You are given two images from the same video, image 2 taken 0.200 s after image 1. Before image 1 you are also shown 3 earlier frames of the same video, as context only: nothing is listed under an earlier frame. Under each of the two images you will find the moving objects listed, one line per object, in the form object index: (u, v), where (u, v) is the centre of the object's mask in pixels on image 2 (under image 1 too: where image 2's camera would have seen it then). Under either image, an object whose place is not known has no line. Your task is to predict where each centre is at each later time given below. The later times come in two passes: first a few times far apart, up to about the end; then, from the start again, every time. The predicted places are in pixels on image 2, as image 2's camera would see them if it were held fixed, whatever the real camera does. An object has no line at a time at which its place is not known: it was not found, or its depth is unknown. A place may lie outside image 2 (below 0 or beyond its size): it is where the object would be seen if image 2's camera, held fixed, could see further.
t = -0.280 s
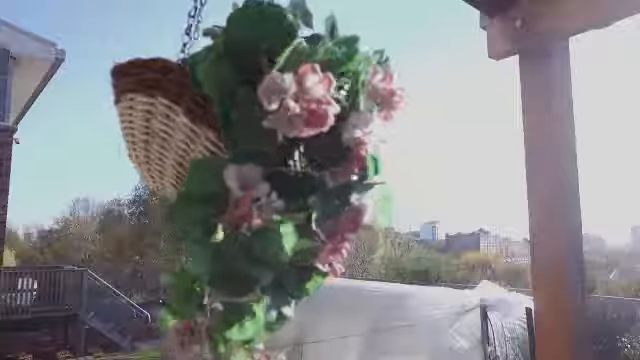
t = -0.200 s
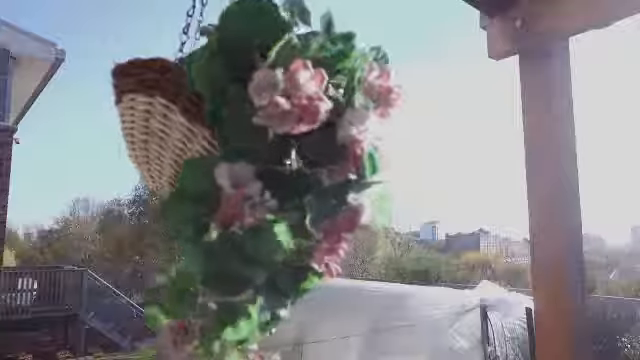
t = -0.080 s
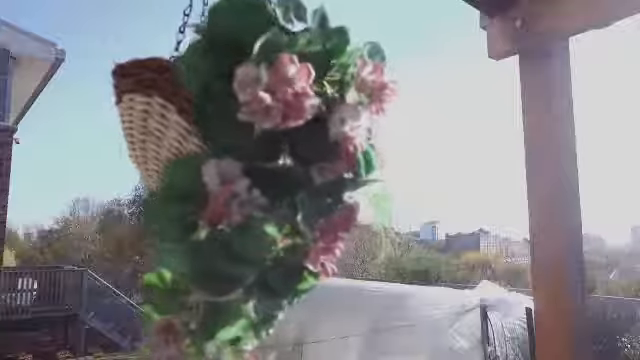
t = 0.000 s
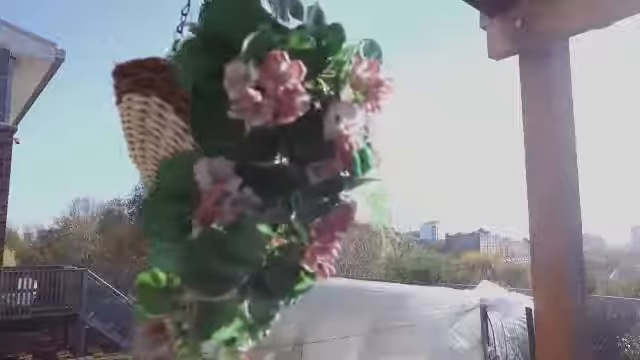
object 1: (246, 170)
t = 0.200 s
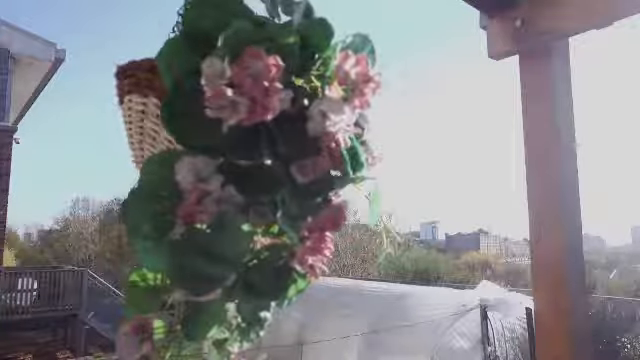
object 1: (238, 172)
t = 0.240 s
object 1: (237, 172)
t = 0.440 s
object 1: (233, 174)
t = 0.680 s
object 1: (231, 176)
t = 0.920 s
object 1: (231, 176)
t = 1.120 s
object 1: (231, 175)
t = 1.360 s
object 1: (229, 173)
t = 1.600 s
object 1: (230, 174)
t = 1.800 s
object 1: (233, 173)
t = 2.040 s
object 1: (242, 172)
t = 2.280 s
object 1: (251, 171)
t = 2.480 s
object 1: (256, 169)
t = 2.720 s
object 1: (257, 167)
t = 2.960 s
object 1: (253, 165)
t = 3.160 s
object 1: (249, 164)
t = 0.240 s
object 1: (237, 172)
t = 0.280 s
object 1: (235, 172)
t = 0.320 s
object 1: (235, 173)
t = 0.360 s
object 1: (234, 174)
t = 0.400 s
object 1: (234, 174)
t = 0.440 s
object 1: (233, 174)
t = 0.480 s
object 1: (232, 174)
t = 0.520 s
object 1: (232, 174)
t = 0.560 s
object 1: (232, 175)
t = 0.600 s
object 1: (232, 175)
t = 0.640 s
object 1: (232, 176)
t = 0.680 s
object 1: (231, 176)
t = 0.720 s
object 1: (232, 176)
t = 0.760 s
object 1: (231, 176)
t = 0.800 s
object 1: (231, 176)
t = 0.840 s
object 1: (231, 176)
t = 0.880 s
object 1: (231, 176)
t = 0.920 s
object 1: (231, 176)
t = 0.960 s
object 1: (231, 176)
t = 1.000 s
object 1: (231, 176)
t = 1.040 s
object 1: (231, 176)
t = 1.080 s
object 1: (231, 175)
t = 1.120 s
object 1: (231, 175)
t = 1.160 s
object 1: (231, 175)
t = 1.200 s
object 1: (231, 174)
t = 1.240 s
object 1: (230, 174)
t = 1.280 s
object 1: (230, 174)
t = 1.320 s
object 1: (230, 173)
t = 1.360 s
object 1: (229, 173)
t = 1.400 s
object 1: (229, 173)
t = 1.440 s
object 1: (230, 174)
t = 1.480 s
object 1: (230, 174)
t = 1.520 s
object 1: (230, 174)
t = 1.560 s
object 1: (230, 174)
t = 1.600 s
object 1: (230, 174)
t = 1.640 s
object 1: (230, 173)
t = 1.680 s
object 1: (231, 173)
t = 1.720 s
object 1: (231, 173)
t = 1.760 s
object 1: (232, 173)
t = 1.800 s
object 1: (233, 173)
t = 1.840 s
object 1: (235, 173)
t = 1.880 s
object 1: (235, 173)
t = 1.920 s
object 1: (237, 173)
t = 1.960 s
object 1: (238, 173)
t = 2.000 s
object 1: (240, 173)
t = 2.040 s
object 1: (242, 172)
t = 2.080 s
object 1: (243, 171)
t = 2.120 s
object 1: (245, 171)
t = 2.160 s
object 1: (247, 171)
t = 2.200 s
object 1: (249, 171)
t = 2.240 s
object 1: (250, 171)
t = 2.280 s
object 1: (251, 171)
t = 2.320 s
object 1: (253, 170)
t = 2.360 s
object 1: (254, 170)
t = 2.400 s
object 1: (255, 170)
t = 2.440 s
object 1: (255, 169)
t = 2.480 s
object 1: (256, 169)
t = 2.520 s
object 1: (257, 169)
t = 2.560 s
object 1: (256, 168)
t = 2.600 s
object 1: (256, 168)
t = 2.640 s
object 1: (257, 168)
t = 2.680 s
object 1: (257, 168)
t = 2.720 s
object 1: (257, 167)
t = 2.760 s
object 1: (256, 167)
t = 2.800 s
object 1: (255, 166)
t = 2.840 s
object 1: (255, 166)
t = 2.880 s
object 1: (254, 166)
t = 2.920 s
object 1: (254, 166)
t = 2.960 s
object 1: (253, 165)
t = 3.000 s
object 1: (252, 165)
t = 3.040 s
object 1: (251, 165)
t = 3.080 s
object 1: (250, 164)
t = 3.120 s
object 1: (250, 164)
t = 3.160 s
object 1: (249, 164)
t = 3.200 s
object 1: (249, 164)
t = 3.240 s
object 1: (249, 164)
